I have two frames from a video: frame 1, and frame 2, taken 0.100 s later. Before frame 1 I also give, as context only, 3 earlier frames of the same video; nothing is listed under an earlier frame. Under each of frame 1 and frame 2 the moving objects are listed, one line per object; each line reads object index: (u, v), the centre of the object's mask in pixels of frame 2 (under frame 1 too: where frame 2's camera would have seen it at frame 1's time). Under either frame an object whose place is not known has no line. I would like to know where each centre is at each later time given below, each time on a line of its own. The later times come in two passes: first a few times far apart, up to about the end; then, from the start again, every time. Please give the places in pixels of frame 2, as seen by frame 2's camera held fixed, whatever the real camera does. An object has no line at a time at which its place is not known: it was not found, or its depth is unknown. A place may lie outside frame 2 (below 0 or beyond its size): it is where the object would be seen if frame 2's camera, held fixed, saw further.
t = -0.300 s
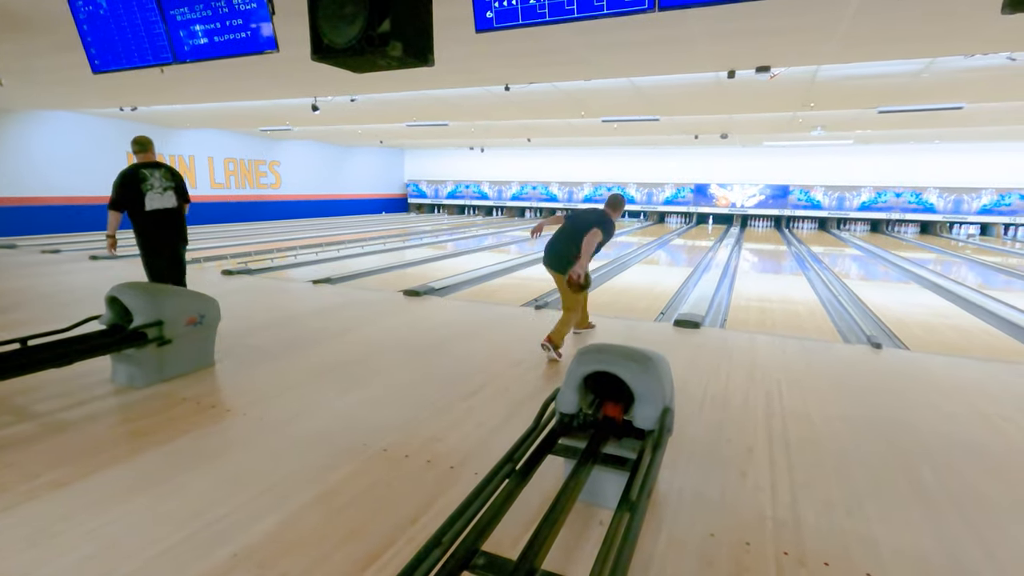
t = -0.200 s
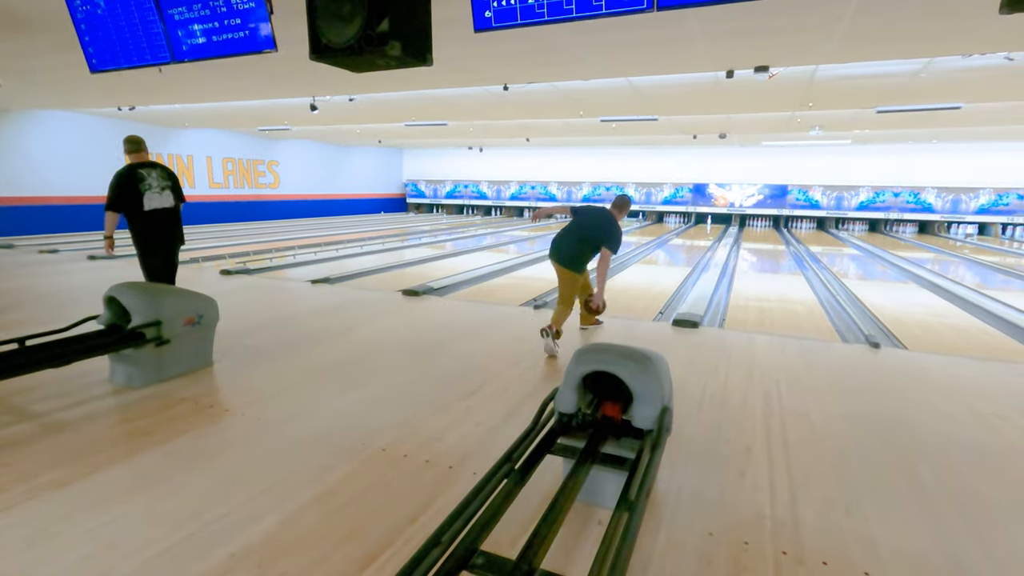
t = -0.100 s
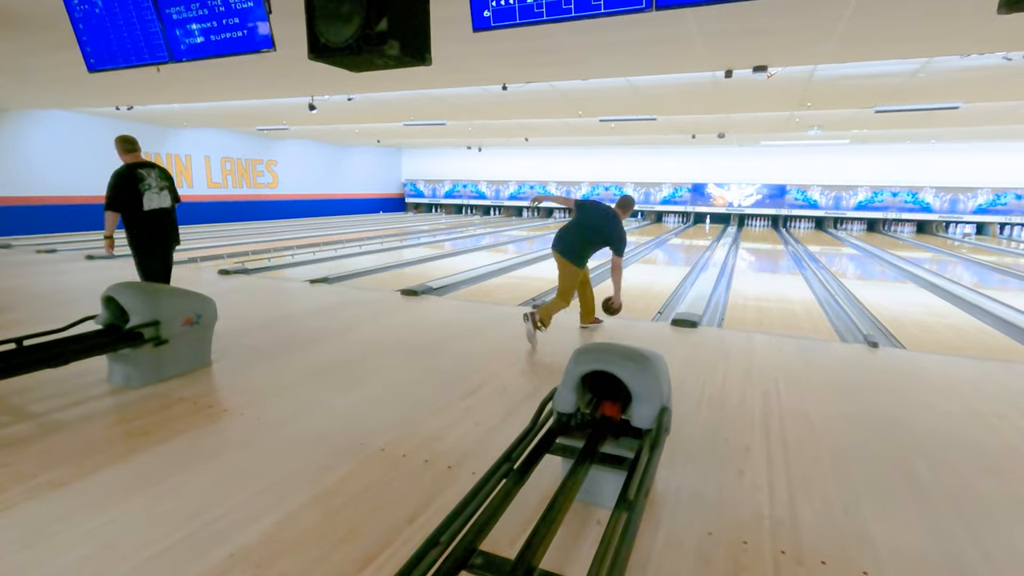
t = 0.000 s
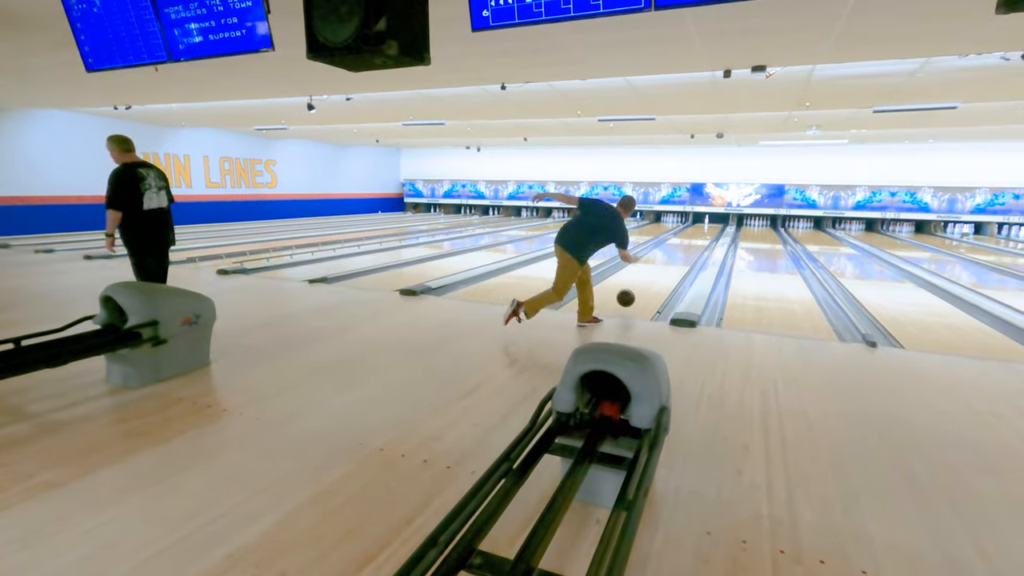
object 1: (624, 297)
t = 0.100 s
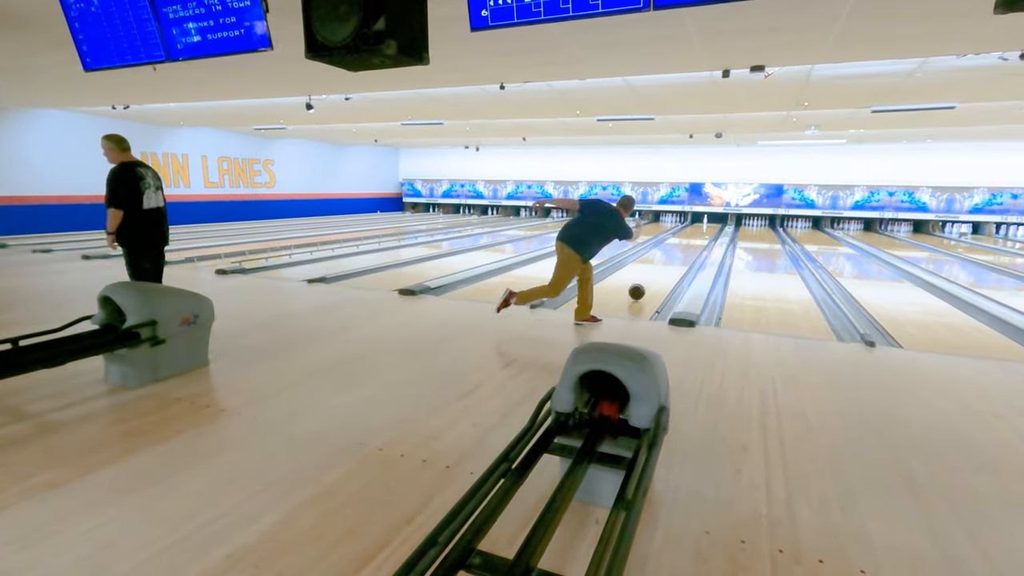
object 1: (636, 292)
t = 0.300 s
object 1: (655, 276)
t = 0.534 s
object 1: (670, 262)
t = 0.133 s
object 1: (640, 289)
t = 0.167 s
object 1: (643, 286)
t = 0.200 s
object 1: (646, 283)
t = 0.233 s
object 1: (649, 281)
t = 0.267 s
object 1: (652, 278)
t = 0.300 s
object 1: (655, 276)
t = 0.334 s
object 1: (657, 274)
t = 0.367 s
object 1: (659, 272)
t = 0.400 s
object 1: (662, 270)
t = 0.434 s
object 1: (664, 267)
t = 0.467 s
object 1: (666, 266)
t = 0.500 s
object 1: (668, 264)
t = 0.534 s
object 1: (670, 262)
